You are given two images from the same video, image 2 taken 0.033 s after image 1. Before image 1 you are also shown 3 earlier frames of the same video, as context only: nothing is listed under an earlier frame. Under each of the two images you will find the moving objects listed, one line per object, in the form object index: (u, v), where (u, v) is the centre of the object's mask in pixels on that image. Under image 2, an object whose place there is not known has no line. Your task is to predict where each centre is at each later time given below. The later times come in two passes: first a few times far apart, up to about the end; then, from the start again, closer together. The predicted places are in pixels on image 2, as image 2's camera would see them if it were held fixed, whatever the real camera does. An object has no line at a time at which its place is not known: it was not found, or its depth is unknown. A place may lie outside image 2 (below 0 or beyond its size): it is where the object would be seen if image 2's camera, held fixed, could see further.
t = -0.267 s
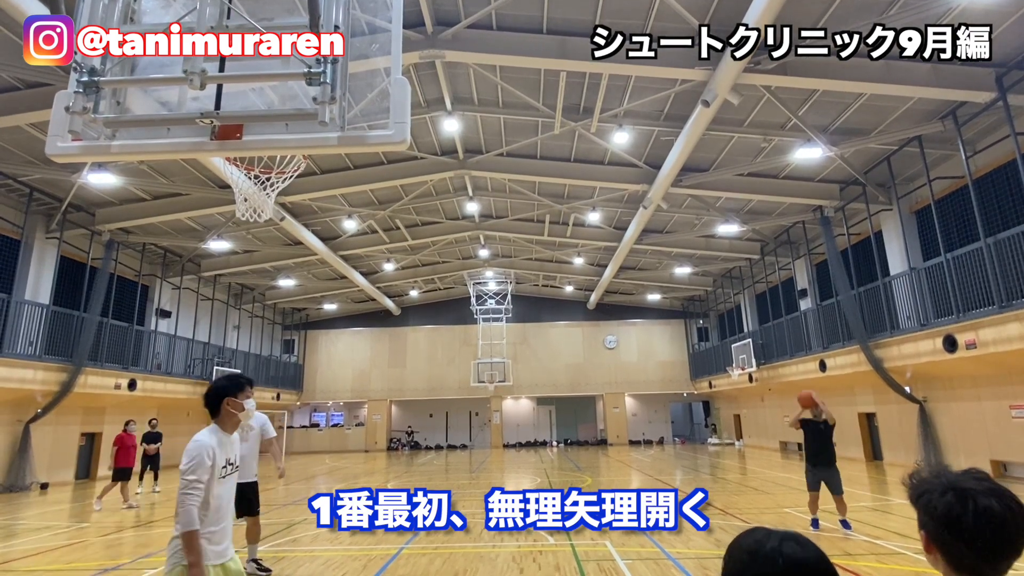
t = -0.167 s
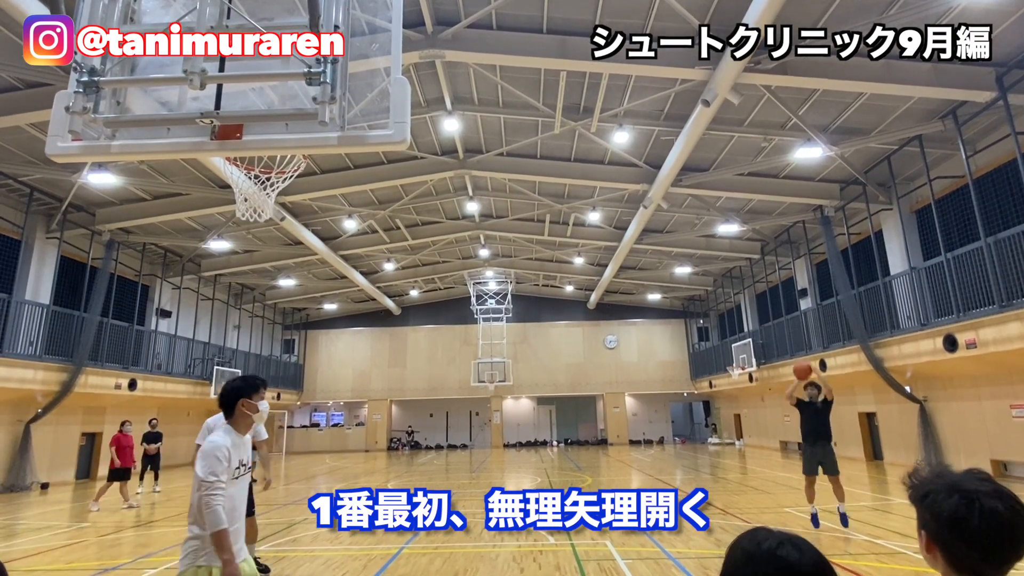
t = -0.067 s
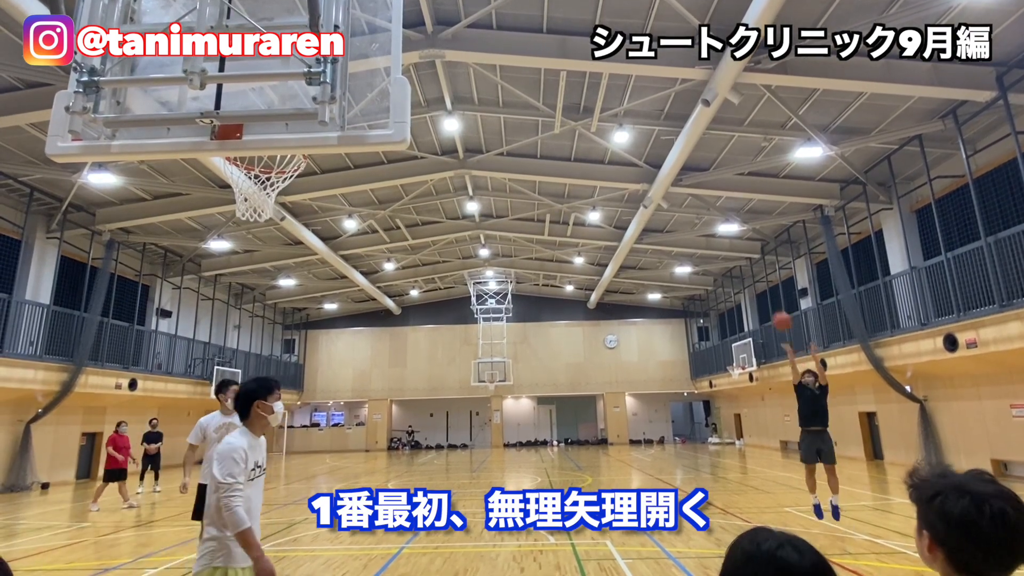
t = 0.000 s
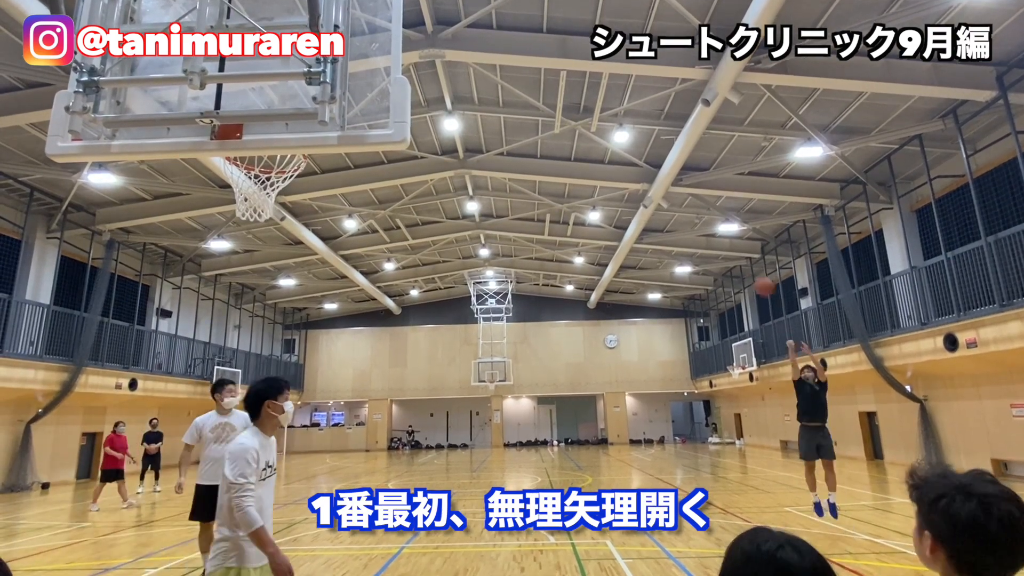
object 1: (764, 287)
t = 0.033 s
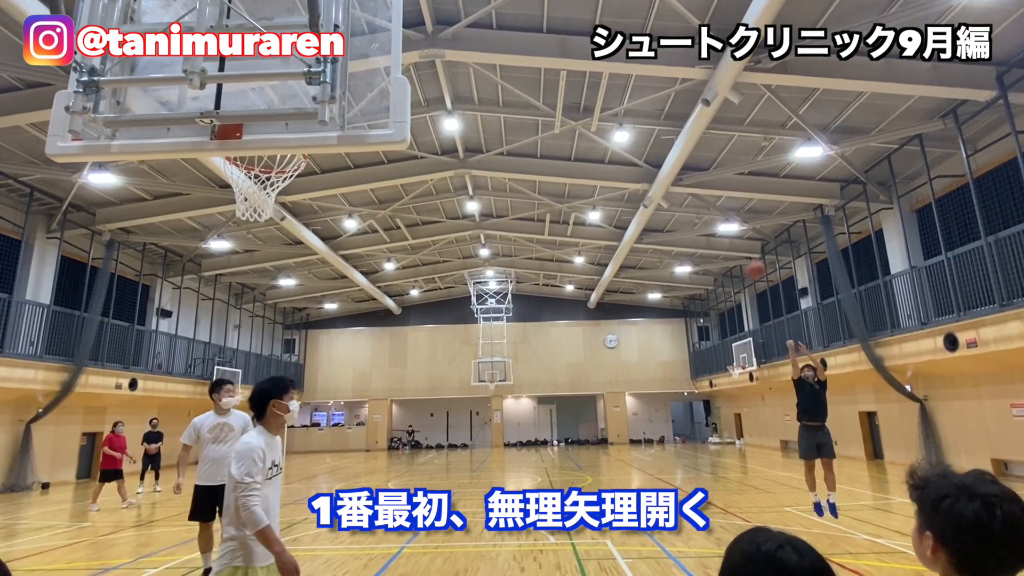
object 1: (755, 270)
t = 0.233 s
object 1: (699, 183)
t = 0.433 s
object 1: (636, 118)
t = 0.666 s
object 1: (556, 73)
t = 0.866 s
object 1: (466, 68)
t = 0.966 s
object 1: (415, 80)
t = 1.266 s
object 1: (210, 187)
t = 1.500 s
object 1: (128, 262)
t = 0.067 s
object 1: (746, 254)
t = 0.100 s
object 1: (737, 239)
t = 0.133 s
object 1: (727, 224)
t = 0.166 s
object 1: (718, 210)
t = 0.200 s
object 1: (709, 196)
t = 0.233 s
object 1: (699, 183)
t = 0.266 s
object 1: (689, 171)
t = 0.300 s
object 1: (679, 160)
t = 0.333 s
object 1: (670, 147)
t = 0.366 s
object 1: (659, 138)
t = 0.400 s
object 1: (649, 127)
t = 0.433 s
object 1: (636, 118)
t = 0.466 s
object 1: (628, 110)
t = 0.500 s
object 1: (616, 102)
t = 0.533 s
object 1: (605, 94)
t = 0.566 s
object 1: (594, 88)
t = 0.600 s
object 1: (581, 81)
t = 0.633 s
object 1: (568, 77)
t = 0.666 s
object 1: (556, 73)
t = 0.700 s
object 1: (542, 70)
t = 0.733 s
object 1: (529, 67)
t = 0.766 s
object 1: (514, 66)
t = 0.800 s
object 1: (499, 65)
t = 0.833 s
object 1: (483, 66)
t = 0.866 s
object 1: (466, 68)
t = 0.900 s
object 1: (449, 71)
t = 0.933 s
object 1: (430, 75)
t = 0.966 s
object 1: (415, 80)
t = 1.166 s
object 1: (265, 166)
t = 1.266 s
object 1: (210, 187)
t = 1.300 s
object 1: (200, 191)
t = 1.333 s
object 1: (189, 198)
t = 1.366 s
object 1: (178, 206)
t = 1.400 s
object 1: (166, 216)
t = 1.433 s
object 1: (154, 229)
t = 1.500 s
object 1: (128, 262)
